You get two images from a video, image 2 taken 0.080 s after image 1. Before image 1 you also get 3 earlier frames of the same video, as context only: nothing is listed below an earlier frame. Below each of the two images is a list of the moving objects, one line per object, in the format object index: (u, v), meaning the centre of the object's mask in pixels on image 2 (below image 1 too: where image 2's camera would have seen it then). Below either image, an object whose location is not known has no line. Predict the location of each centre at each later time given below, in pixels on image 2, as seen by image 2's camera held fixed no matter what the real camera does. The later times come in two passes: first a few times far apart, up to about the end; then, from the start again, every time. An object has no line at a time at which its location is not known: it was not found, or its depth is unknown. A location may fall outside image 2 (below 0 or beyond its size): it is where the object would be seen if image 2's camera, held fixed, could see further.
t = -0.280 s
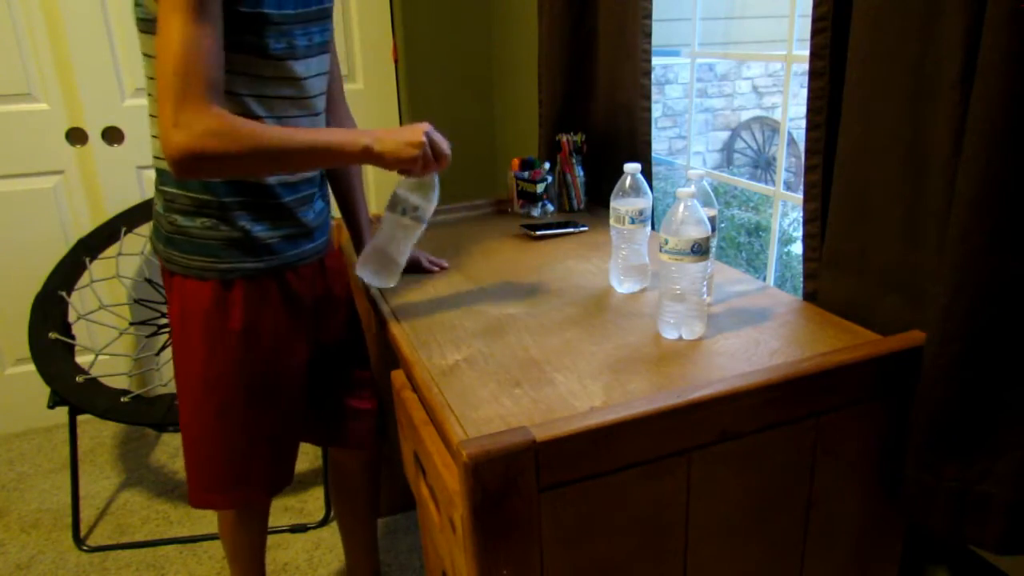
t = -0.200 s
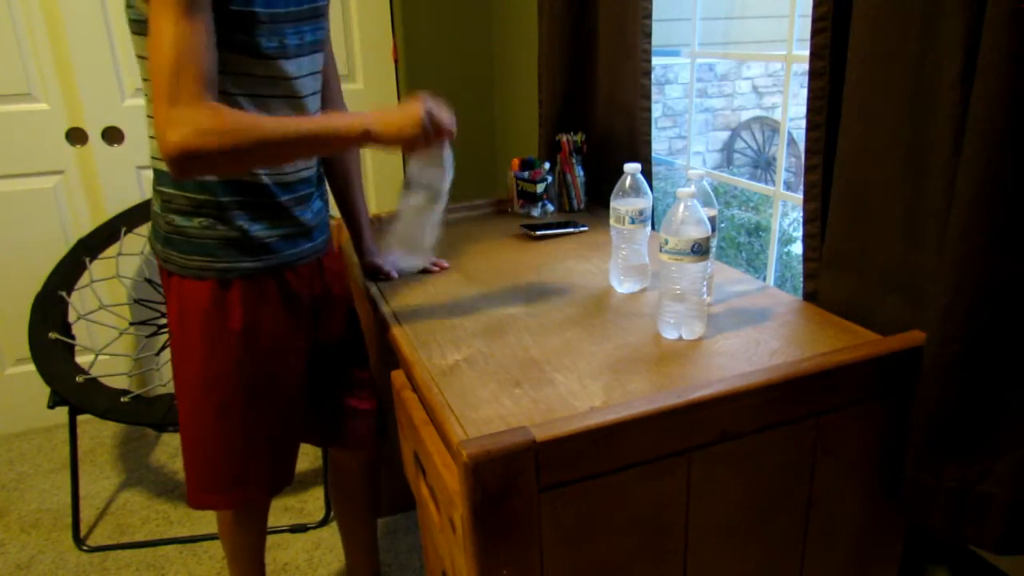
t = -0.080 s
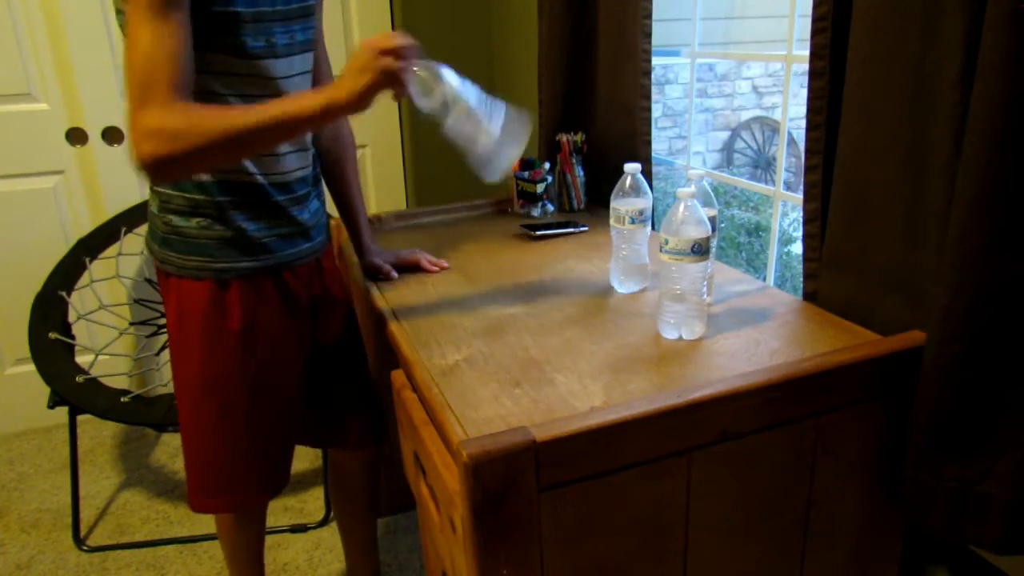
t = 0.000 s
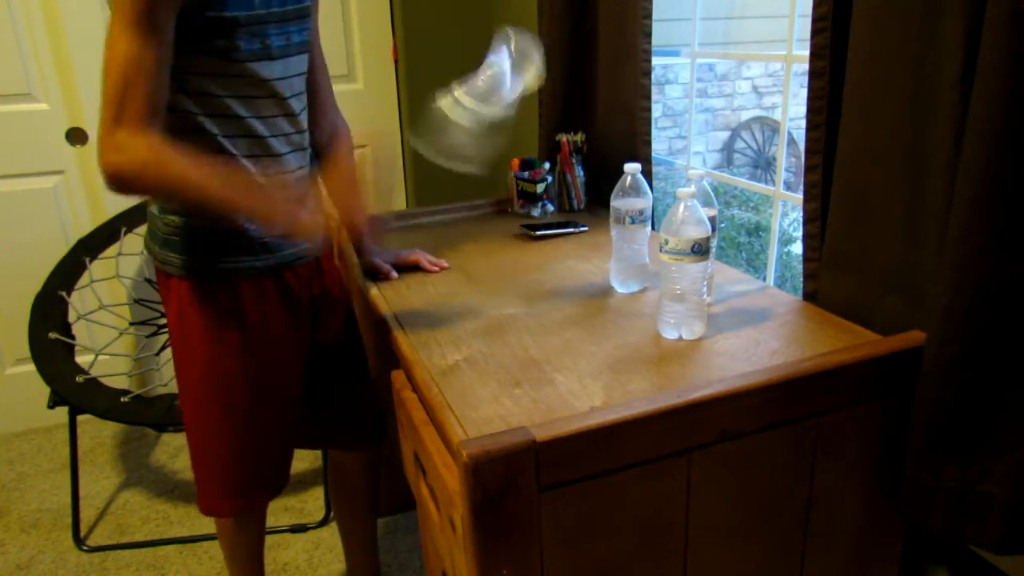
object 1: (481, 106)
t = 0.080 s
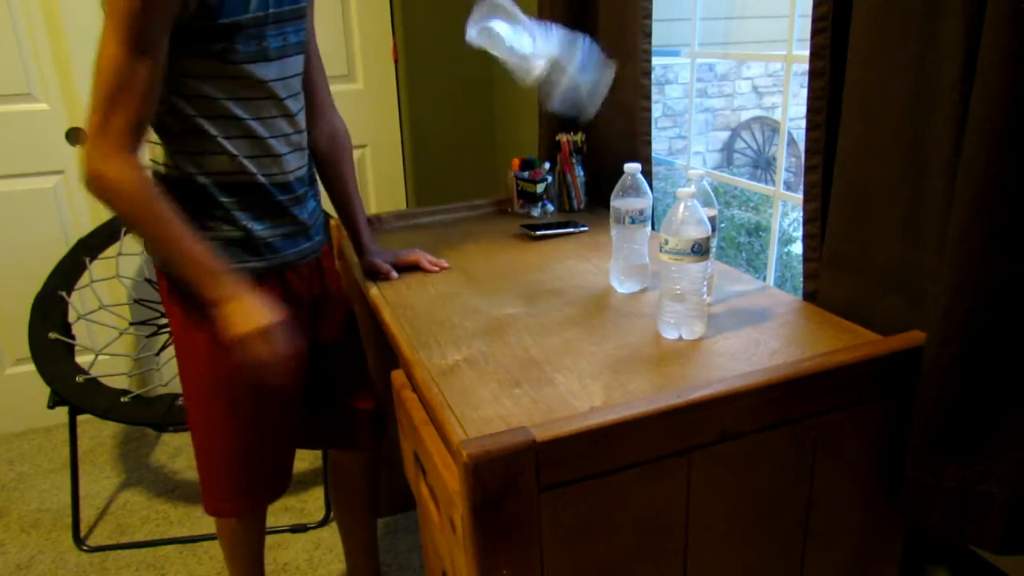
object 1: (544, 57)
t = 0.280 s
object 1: (510, 170)
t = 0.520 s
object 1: (481, 273)
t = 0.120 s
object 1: (537, 34)
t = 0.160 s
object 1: (524, 42)
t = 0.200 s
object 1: (519, 70)
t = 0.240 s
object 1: (514, 113)
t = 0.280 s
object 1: (510, 170)
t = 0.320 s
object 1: (508, 242)
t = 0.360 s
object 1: (503, 272)
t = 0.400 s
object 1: (494, 270)
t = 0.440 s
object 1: (484, 272)
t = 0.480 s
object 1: (481, 273)
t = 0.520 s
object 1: (481, 273)
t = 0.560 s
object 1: (480, 273)
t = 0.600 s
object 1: (480, 273)
